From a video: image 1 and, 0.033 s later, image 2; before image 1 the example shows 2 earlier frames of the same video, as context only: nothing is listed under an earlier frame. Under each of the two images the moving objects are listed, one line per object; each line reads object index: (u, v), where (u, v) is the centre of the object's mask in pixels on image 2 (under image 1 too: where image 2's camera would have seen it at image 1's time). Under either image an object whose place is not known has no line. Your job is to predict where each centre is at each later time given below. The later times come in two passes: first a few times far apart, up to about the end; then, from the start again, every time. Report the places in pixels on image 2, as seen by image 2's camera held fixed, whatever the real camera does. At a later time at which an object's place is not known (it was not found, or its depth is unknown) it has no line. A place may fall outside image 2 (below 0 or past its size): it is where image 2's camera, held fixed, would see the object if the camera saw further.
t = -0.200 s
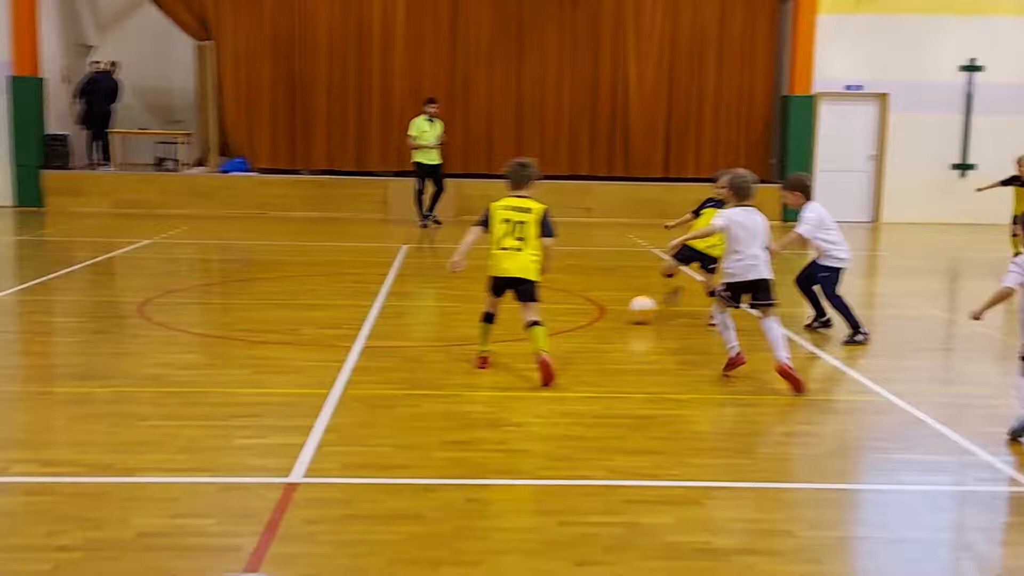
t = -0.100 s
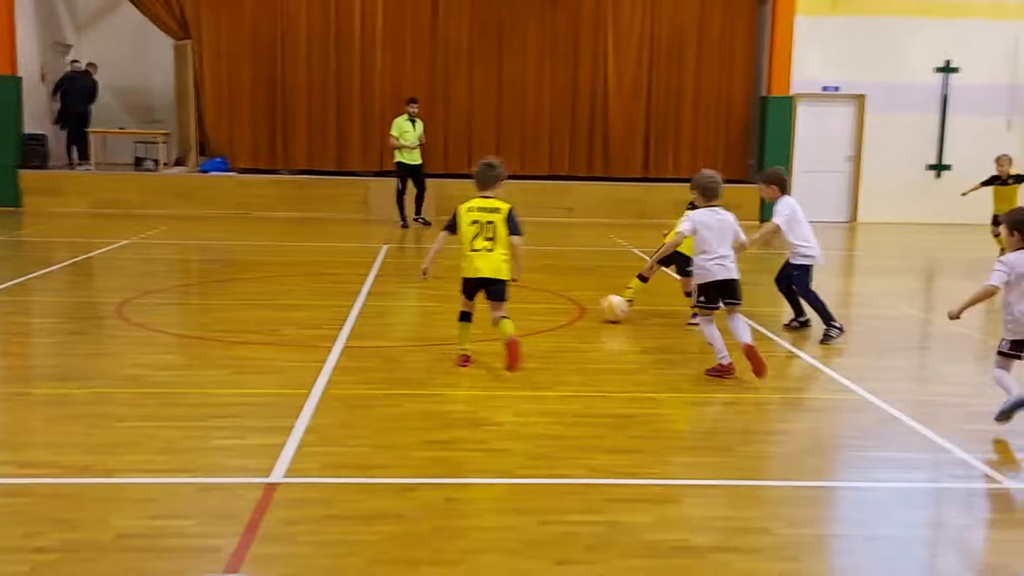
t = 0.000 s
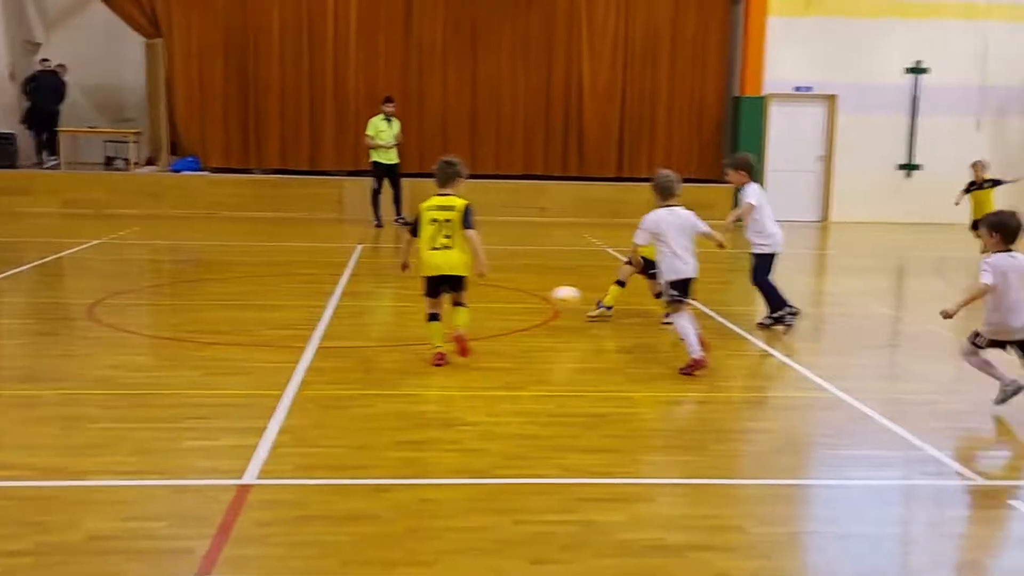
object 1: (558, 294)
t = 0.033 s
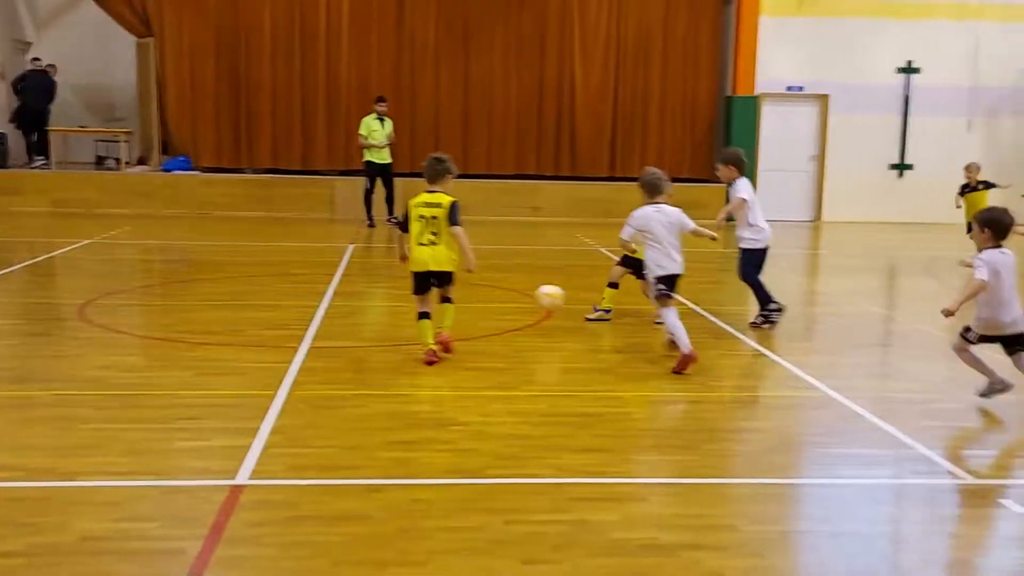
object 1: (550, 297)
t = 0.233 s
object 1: (492, 327)
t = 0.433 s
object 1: (443, 336)
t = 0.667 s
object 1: (389, 362)
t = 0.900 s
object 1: (337, 388)
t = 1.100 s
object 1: (291, 411)
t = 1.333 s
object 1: (227, 434)
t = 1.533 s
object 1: (161, 460)
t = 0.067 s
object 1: (541, 297)
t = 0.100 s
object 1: (532, 299)
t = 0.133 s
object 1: (522, 304)
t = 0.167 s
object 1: (514, 309)
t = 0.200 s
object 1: (503, 318)
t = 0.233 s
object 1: (492, 327)
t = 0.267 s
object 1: (480, 344)
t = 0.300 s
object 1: (472, 338)
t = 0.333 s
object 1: (465, 336)
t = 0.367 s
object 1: (459, 335)
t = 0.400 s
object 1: (451, 334)
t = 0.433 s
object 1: (443, 336)
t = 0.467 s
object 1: (435, 340)
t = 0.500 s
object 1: (428, 344)
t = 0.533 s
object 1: (419, 350)
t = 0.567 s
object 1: (410, 364)
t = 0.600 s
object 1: (402, 369)
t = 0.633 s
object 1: (395, 364)
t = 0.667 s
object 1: (389, 362)
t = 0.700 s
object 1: (382, 361)
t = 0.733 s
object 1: (375, 363)
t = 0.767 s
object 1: (368, 367)
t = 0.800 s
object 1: (361, 373)
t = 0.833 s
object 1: (353, 384)
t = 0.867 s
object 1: (346, 391)
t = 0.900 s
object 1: (337, 388)
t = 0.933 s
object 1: (331, 385)
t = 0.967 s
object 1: (323, 386)
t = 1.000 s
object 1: (317, 390)
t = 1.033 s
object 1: (309, 395)
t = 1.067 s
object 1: (300, 405)
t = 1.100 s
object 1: (291, 411)
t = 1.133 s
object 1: (282, 410)
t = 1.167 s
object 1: (273, 412)
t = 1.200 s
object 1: (263, 415)
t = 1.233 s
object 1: (254, 424)
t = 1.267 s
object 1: (246, 427)
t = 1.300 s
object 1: (236, 429)
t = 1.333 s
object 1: (227, 434)
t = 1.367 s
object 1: (218, 439)
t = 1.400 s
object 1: (206, 444)
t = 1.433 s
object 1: (197, 447)
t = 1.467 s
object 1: (185, 452)
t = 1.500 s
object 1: (173, 457)
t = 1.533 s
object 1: (161, 460)
